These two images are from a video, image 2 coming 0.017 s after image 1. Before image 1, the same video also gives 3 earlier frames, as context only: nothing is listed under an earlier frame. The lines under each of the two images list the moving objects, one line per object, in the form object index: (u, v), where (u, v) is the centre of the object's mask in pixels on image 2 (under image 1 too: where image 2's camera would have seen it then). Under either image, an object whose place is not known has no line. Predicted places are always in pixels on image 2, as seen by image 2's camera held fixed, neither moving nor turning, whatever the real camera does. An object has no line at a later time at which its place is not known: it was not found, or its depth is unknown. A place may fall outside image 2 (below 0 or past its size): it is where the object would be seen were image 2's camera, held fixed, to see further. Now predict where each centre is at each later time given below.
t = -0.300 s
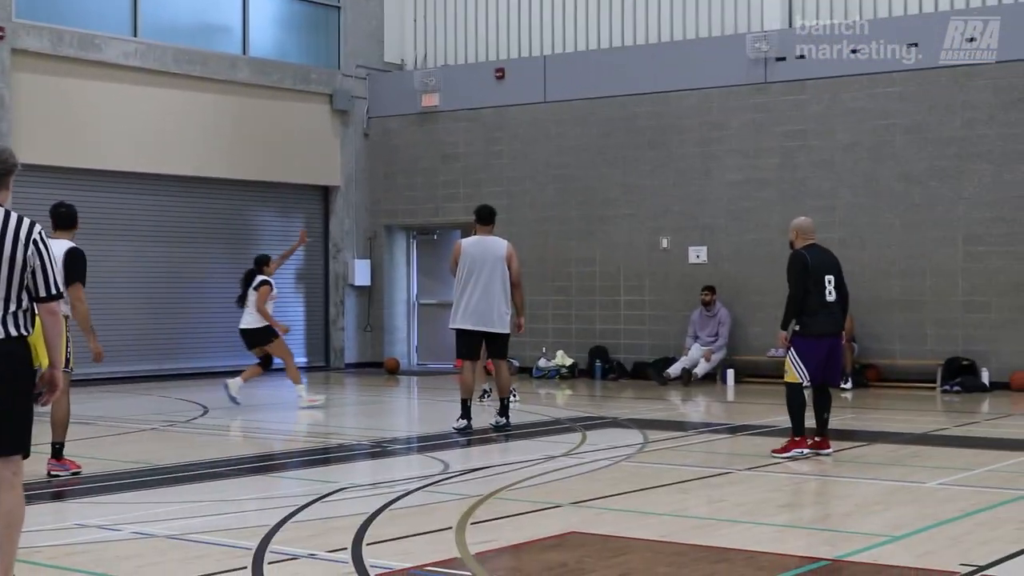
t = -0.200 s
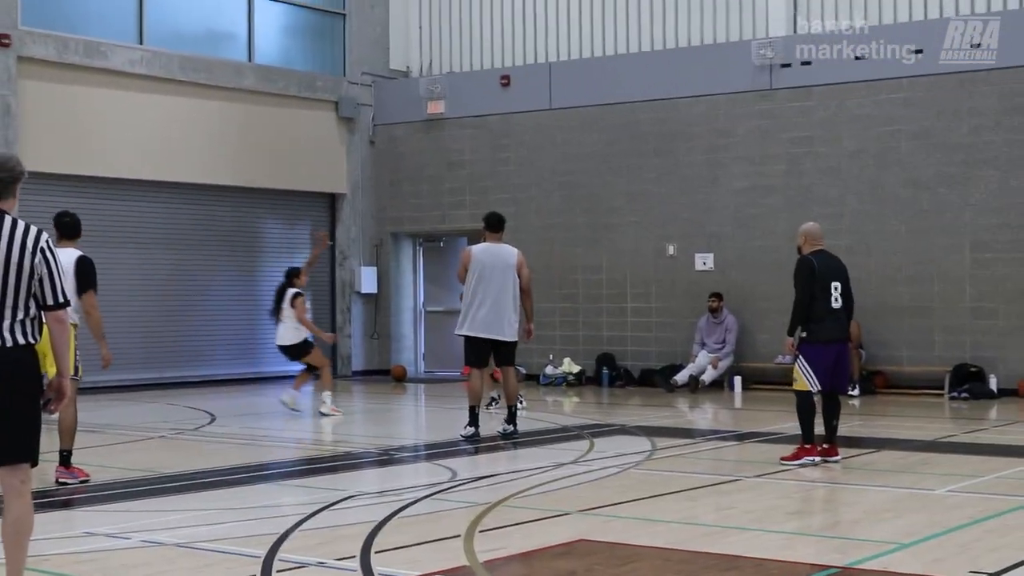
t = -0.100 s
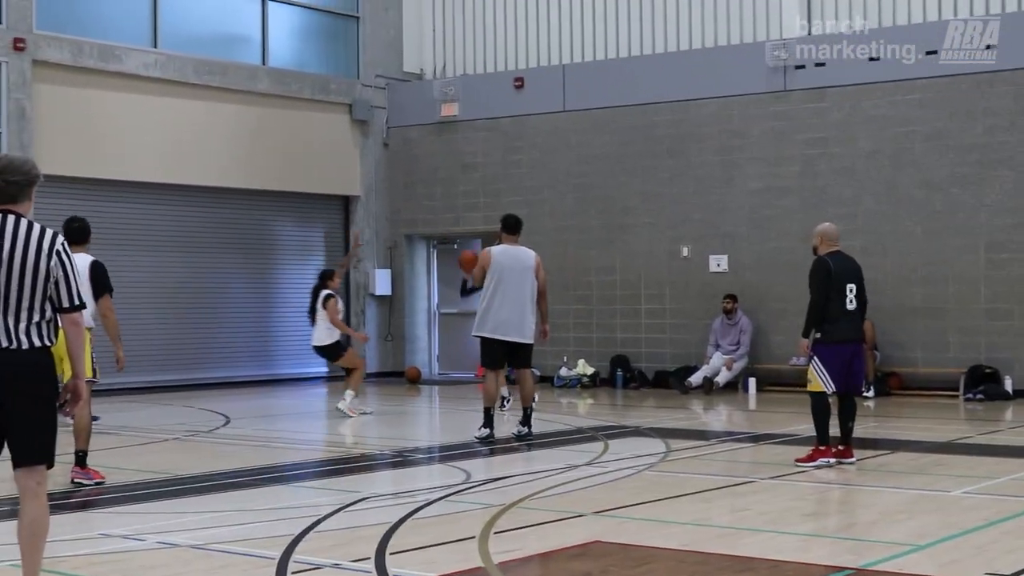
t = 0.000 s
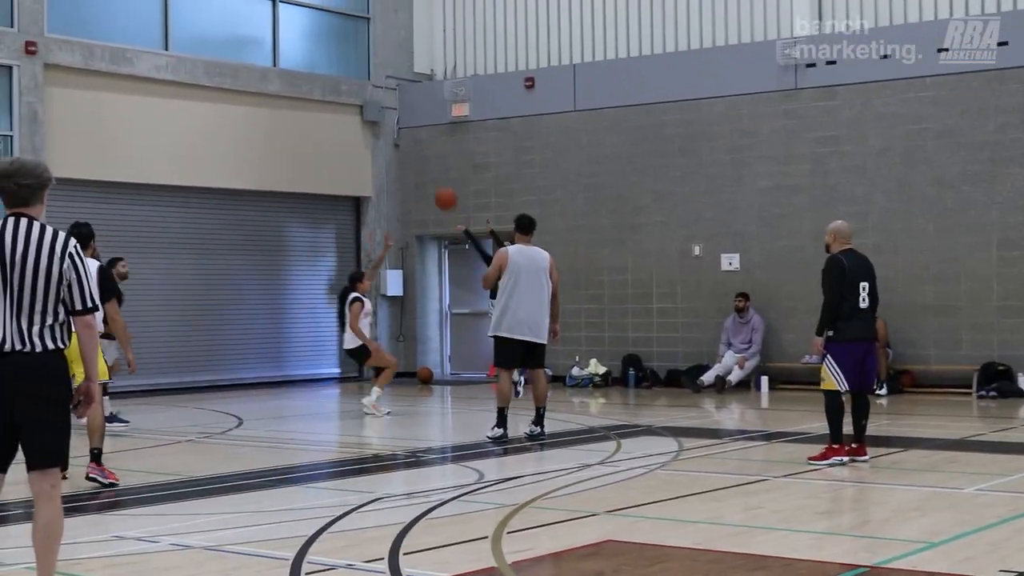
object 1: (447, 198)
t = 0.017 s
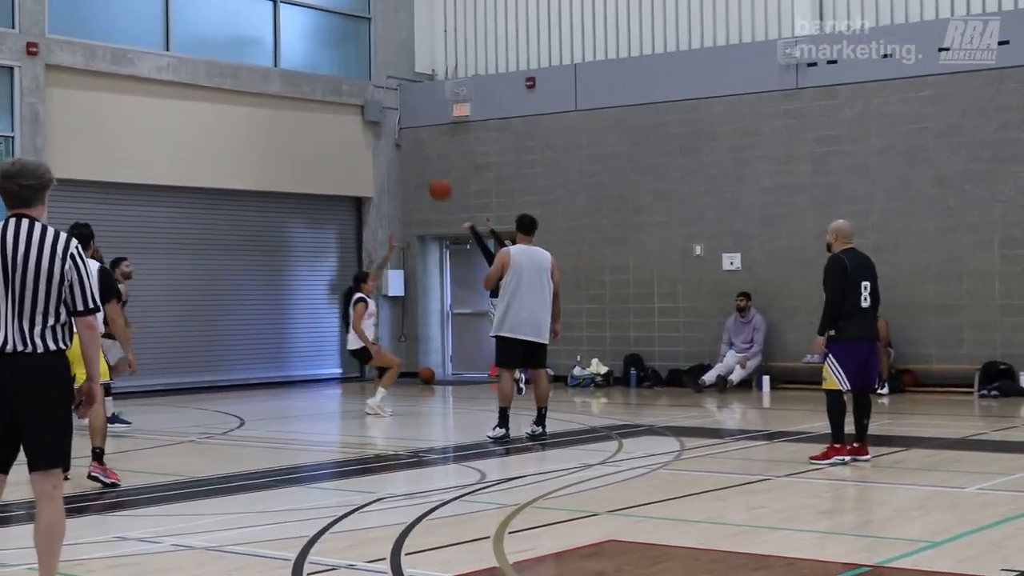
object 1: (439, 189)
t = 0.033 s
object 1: (433, 179)
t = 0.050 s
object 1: (426, 169)
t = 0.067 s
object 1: (419, 160)
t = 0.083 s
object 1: (413, 150)
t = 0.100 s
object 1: (406, 141)
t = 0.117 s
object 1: (399, 133)
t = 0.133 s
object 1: (393, 124)
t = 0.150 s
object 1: (386, 116)
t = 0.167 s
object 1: (379, 108)
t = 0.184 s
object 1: (373, 100)
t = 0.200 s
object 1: (366, 93)
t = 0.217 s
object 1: (359, 85)
